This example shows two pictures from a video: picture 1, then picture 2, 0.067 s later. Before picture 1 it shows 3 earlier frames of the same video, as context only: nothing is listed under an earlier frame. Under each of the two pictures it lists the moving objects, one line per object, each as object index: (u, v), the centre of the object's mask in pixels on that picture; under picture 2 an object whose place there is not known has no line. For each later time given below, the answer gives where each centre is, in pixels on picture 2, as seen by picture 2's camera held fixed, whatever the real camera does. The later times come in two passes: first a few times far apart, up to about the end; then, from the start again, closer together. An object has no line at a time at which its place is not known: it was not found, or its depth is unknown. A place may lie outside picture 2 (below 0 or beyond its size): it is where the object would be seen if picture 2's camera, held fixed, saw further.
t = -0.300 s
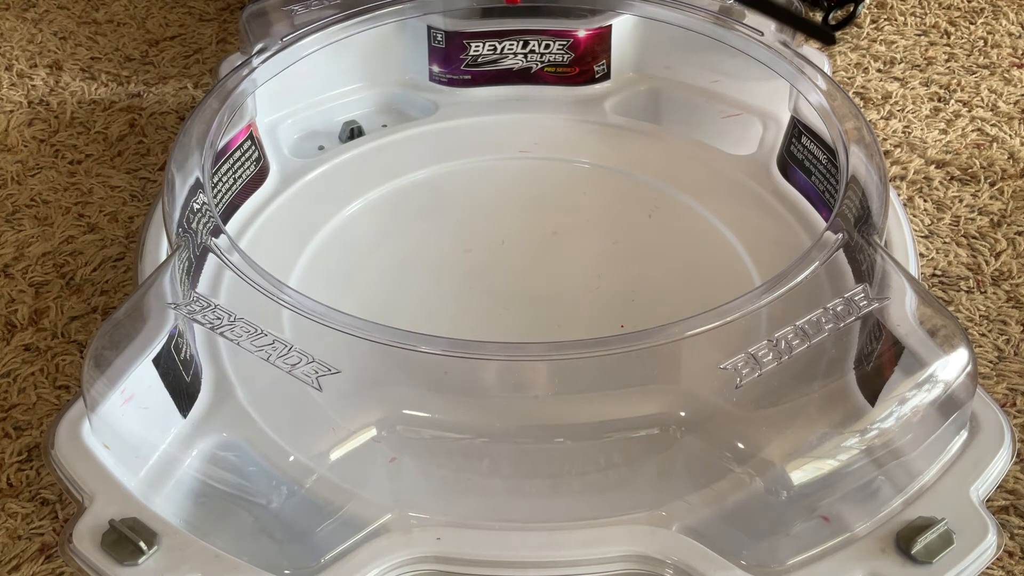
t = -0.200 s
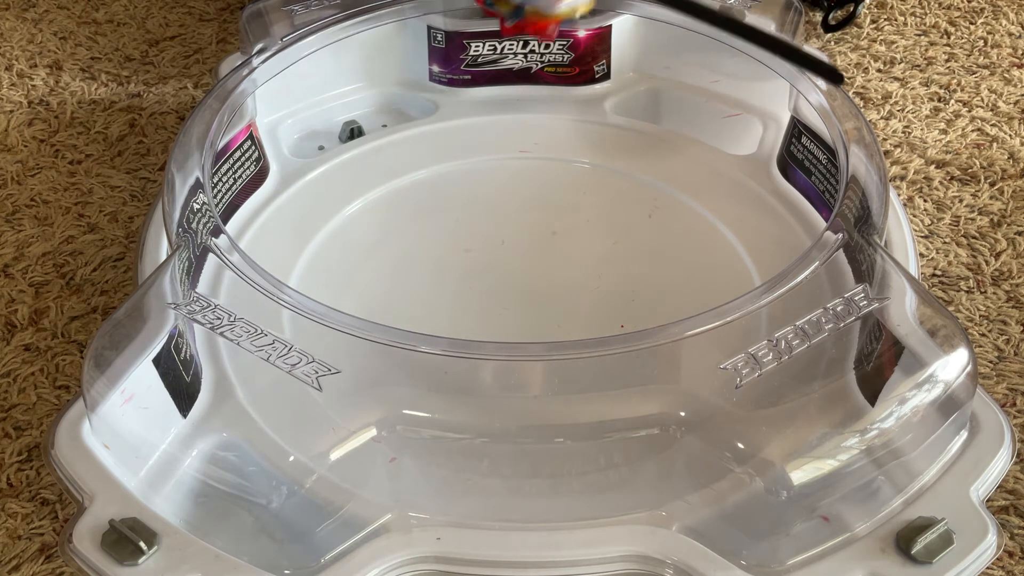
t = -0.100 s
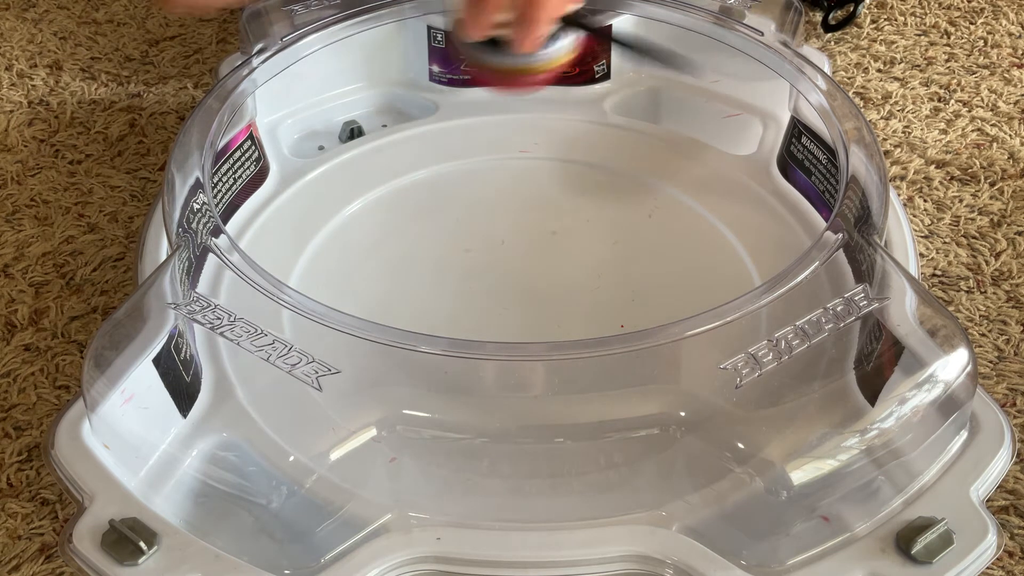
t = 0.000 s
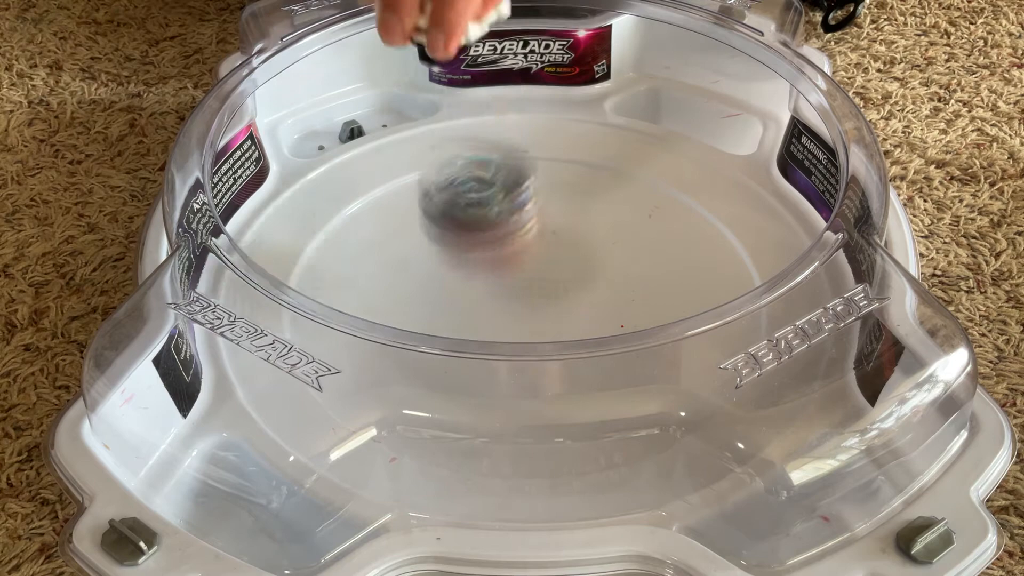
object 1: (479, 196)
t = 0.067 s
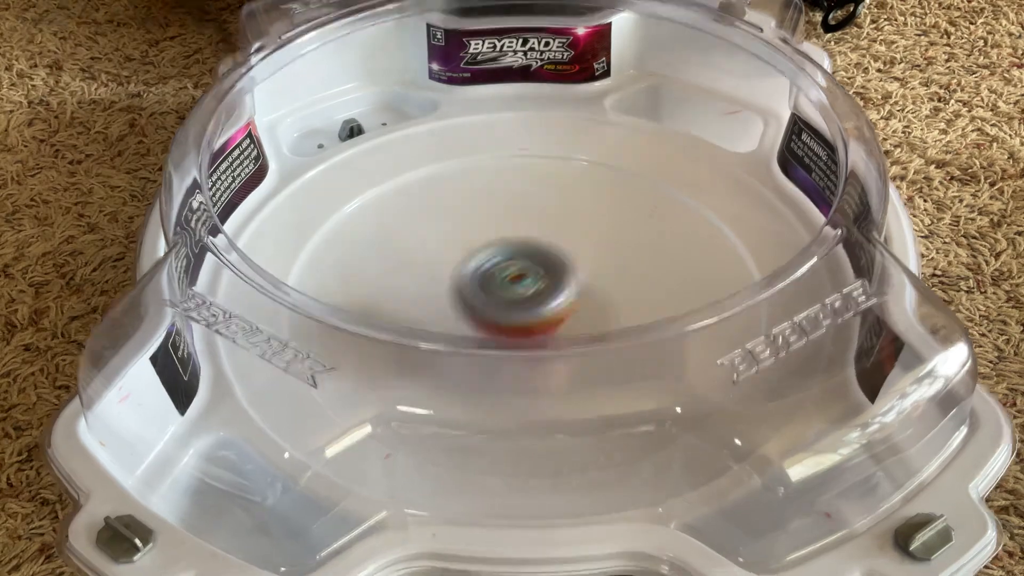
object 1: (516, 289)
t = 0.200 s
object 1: (627, 360)
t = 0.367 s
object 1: (700, 241)
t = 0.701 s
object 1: (307, 226)
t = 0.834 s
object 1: (379, 403)
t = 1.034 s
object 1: (740, 273)
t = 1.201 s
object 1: (582, 133)
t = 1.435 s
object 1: (301, 313)
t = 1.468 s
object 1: (332, 377)
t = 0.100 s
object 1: (544, 280)
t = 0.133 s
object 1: (571, 289)
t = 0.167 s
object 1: (592, 305)
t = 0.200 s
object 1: (627, 360)
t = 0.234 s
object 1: (653, 343)
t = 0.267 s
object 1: (673, 322)
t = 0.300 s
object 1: (682, 290)
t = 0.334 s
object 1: (700, 269)
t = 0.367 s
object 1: (700, 241)
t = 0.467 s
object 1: (627, 159)
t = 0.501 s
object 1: (582, 142)
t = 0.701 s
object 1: (307, 226)
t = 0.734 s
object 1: (305, 257)
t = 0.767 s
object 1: (310, 297)
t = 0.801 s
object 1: (320, 366)
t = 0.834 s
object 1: (379, 403)
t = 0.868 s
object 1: (451, 424)
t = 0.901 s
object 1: (541, 433)
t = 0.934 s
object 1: (625, 420)
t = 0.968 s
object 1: (694, 389)
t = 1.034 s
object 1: (740, 273)
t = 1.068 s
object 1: (750, 242)
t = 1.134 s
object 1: (693, 173)
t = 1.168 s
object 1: (640, 147)
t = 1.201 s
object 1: (582, 133)
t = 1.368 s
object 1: (308, 223)
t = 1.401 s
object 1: (303, 258)
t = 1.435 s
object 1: (301, 313)
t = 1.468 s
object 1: (332, 377)
